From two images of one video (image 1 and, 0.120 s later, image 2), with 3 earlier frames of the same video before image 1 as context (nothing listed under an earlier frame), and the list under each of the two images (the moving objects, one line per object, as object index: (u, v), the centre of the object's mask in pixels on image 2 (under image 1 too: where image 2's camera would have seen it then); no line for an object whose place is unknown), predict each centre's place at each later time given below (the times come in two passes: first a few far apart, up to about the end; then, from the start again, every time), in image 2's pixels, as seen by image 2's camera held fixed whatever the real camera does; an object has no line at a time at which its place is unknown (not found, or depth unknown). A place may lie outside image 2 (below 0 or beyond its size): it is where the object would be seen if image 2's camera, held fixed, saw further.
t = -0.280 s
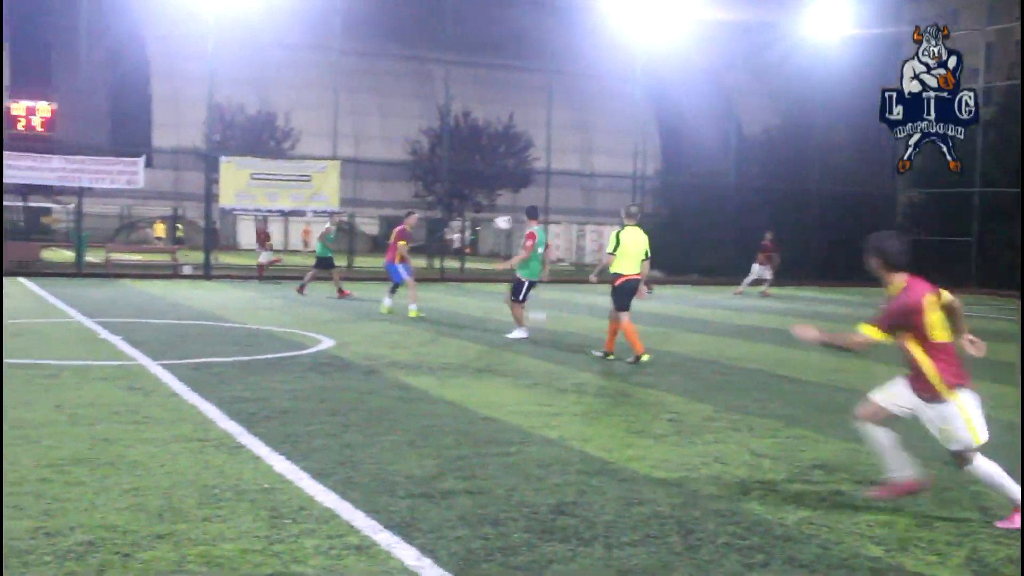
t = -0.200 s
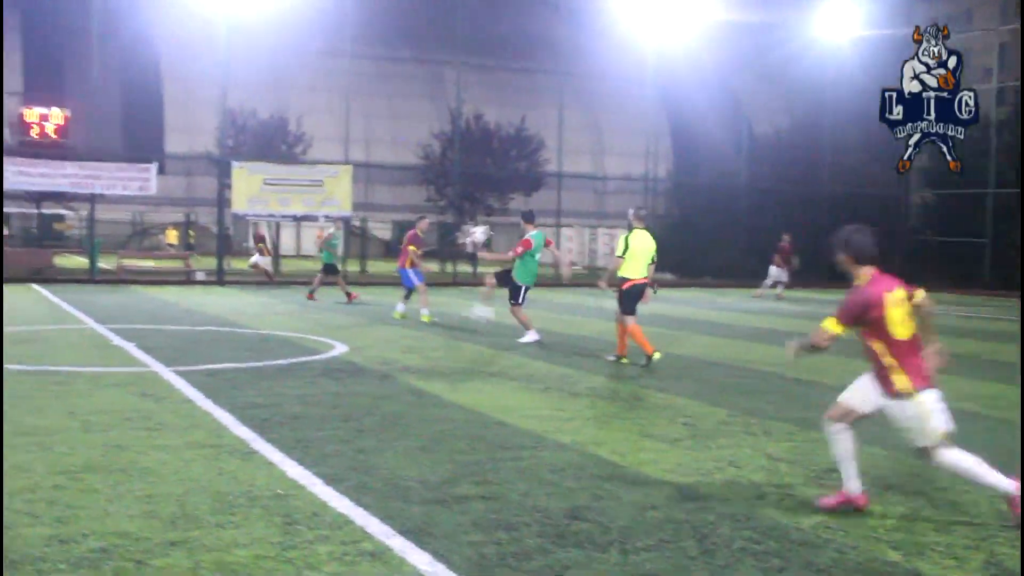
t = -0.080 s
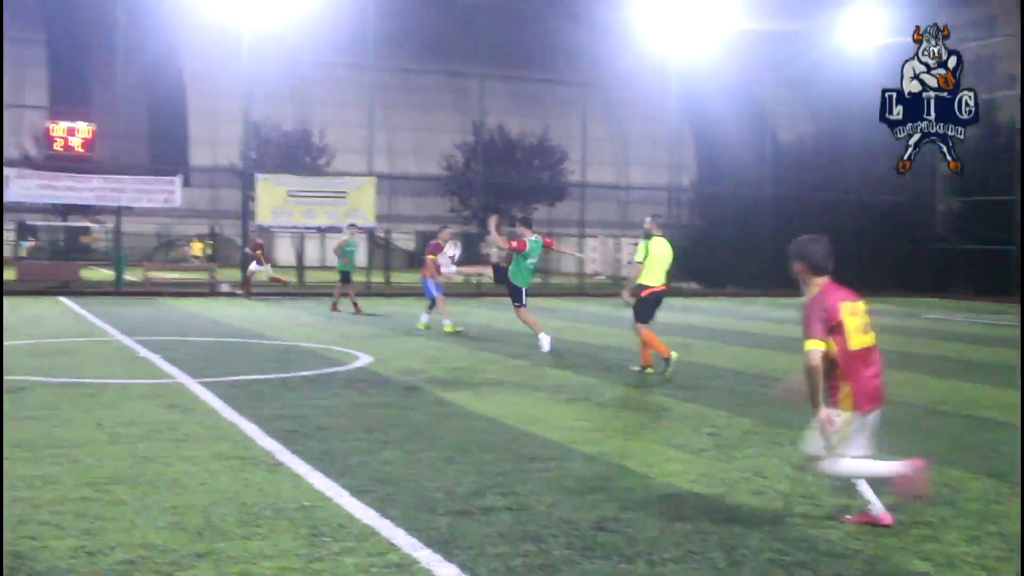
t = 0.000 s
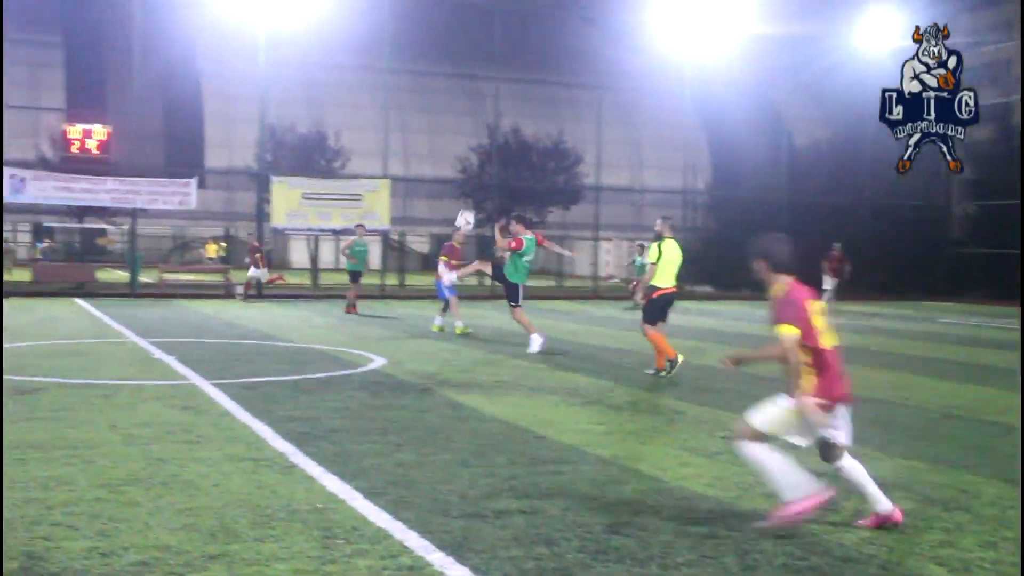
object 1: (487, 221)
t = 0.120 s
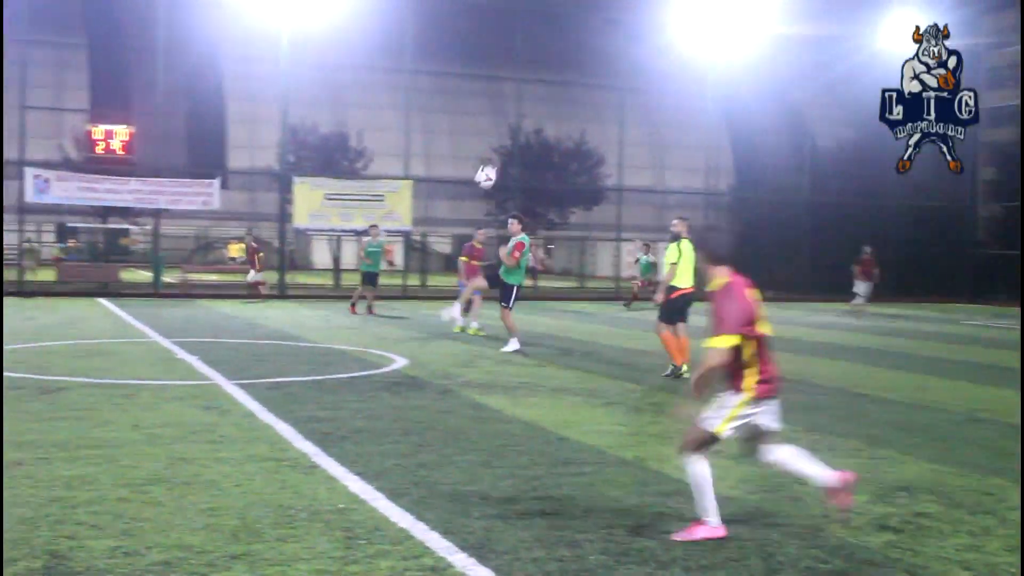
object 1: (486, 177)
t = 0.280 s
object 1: (485, 129)
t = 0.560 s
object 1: (473, 99)
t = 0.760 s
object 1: (457, 135)
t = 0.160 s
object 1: (486, 163)
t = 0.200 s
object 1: (485, 151)
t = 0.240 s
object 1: (485, 139)
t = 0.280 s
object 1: (485, 129)
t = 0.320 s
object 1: (483, 120)
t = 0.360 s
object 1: (483, 114)
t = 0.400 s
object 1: (481, 107)
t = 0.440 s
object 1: (479, 103)
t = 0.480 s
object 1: (478, 100)
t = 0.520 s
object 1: (476, 99)
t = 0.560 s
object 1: (473, 99)
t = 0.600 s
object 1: (471, 101)
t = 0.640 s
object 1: (468, 106)
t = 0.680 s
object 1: (464, 113)
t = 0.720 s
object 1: (461, 123)
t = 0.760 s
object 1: (457, 135)
